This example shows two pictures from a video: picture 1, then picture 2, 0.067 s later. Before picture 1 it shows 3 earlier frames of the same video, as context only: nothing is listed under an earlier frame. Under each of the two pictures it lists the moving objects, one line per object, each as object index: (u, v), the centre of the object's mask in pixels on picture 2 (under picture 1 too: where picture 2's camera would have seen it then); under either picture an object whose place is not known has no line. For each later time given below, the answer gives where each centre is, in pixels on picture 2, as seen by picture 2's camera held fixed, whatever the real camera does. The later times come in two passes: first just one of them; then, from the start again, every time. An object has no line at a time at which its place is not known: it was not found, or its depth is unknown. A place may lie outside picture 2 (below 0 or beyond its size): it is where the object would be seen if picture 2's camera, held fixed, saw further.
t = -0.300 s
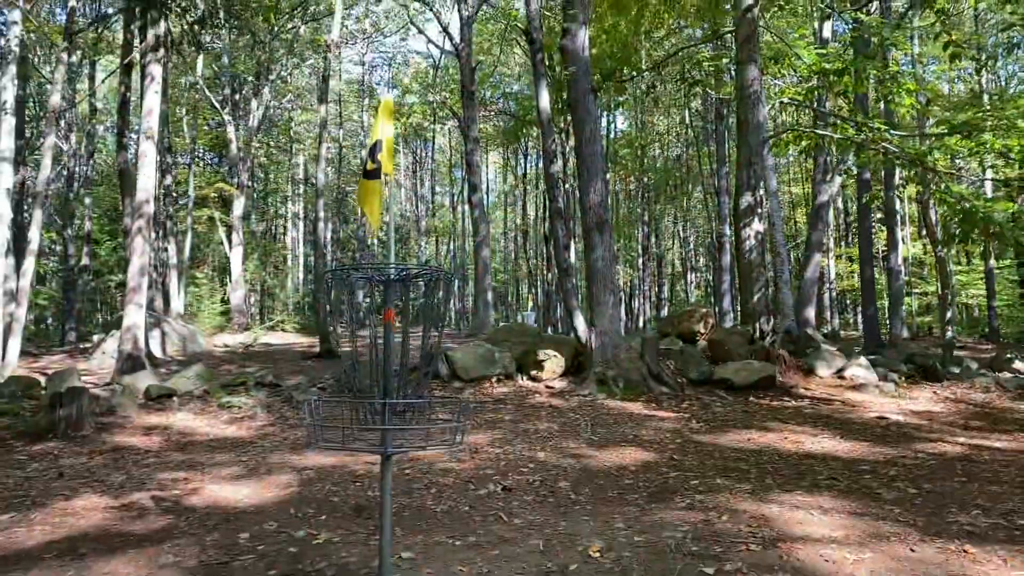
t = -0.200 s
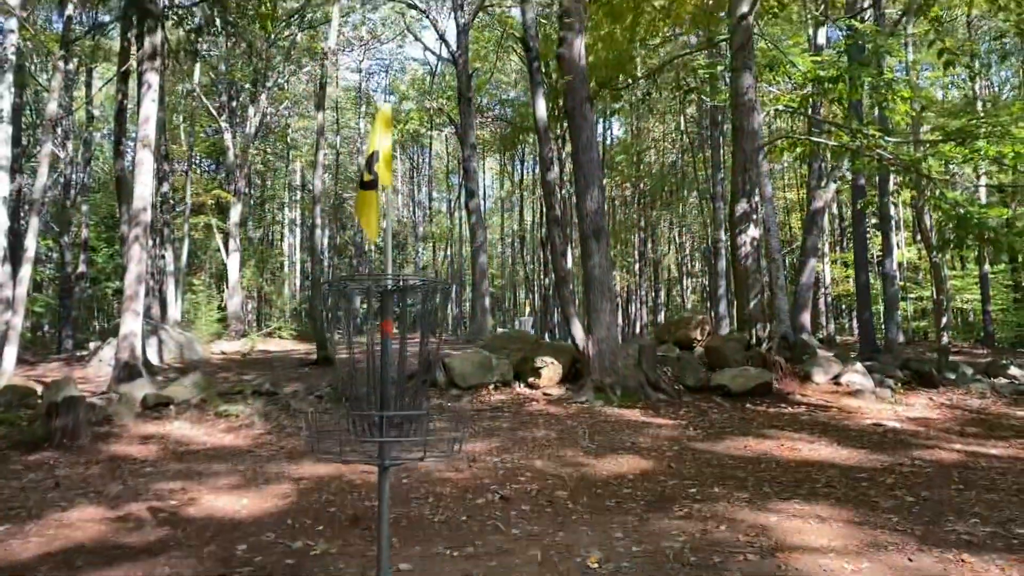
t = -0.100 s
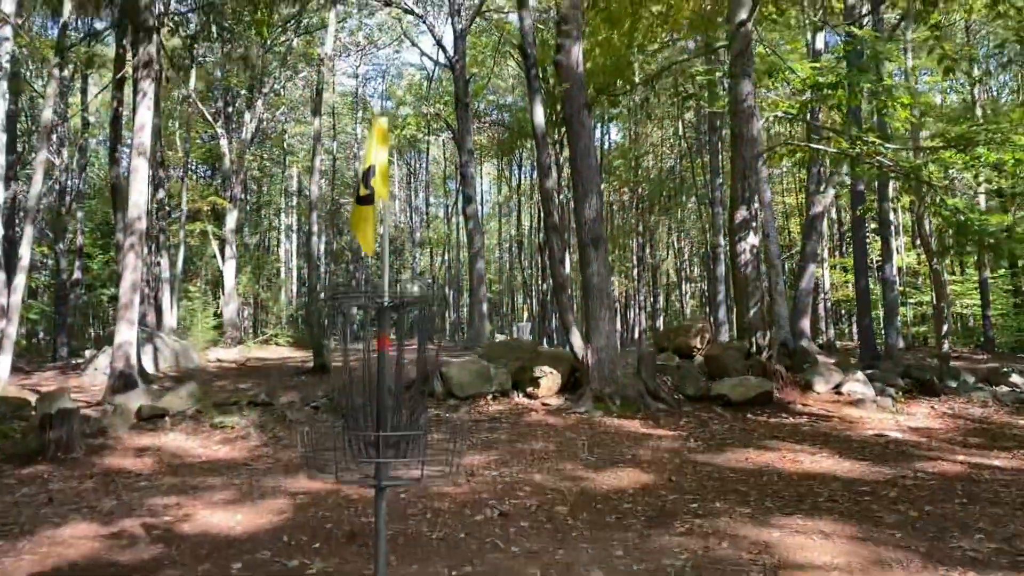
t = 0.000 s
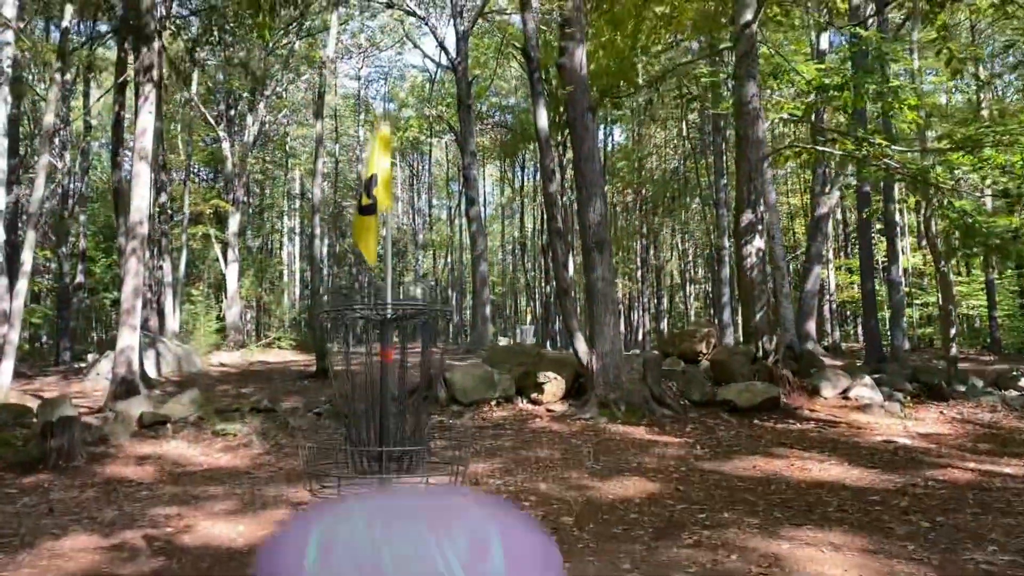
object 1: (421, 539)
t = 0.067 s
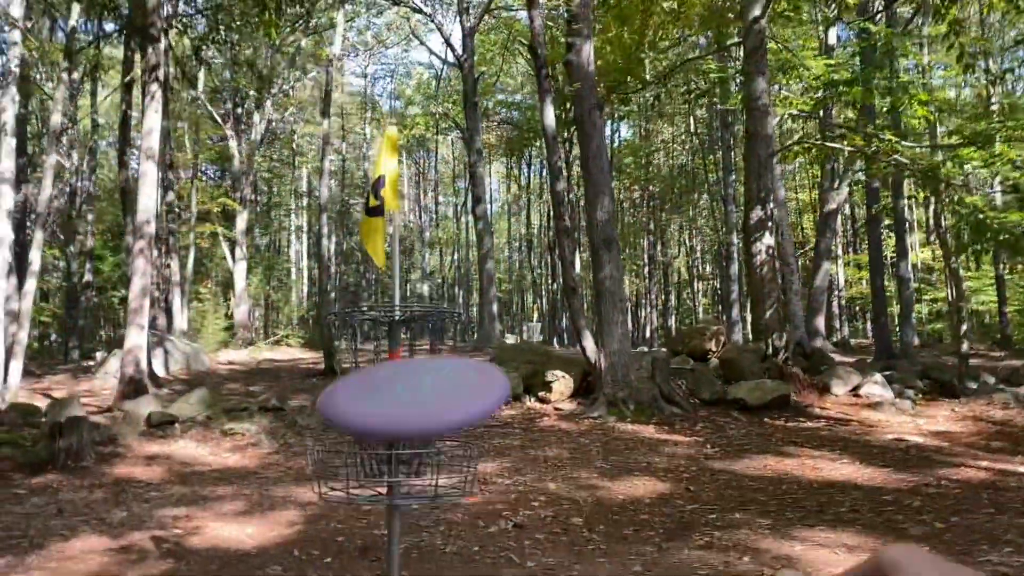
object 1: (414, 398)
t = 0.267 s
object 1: (410, 311)
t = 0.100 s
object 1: (413, 359)
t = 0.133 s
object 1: (413, 336)
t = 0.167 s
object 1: (413, 323)
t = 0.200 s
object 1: (412, 315)
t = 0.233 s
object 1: (411, 311)
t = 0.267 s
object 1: (410, 311)
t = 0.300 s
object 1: (411, 312)
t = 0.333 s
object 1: (407, 315)
